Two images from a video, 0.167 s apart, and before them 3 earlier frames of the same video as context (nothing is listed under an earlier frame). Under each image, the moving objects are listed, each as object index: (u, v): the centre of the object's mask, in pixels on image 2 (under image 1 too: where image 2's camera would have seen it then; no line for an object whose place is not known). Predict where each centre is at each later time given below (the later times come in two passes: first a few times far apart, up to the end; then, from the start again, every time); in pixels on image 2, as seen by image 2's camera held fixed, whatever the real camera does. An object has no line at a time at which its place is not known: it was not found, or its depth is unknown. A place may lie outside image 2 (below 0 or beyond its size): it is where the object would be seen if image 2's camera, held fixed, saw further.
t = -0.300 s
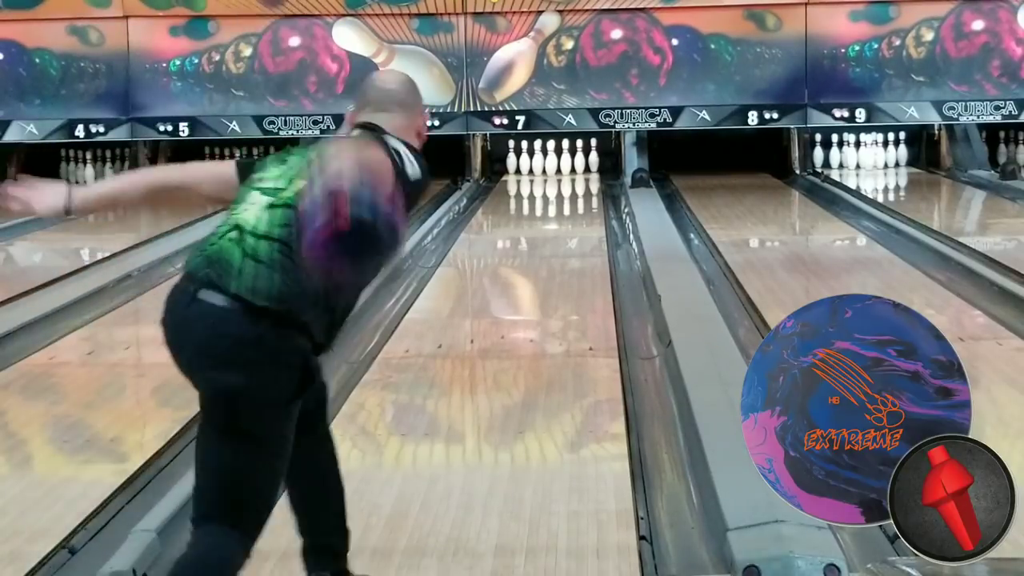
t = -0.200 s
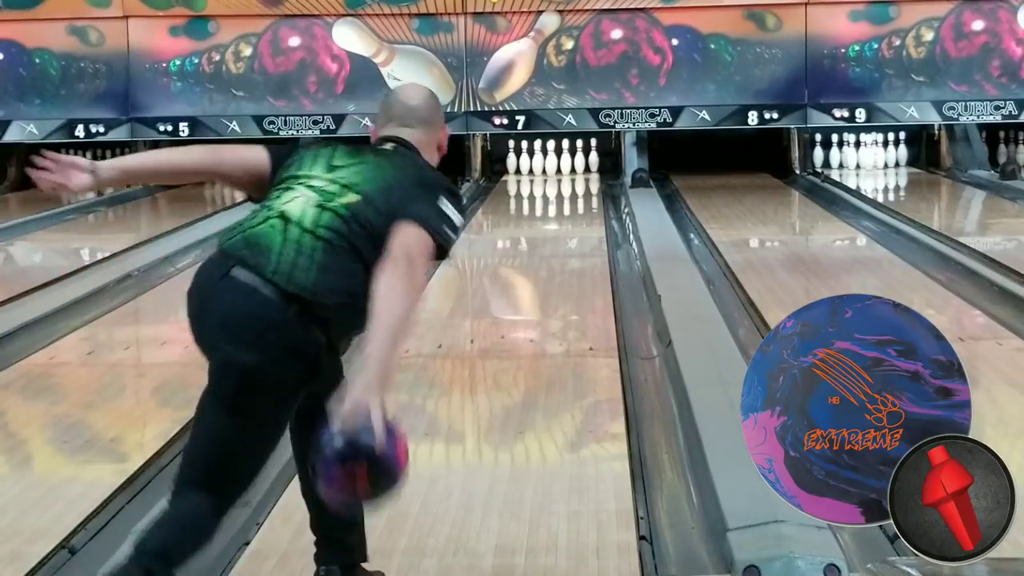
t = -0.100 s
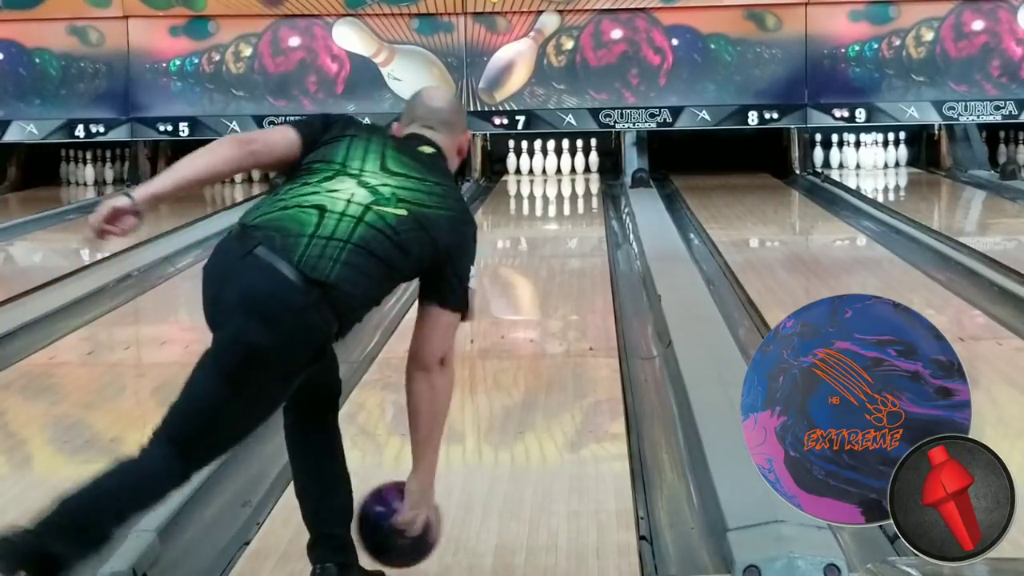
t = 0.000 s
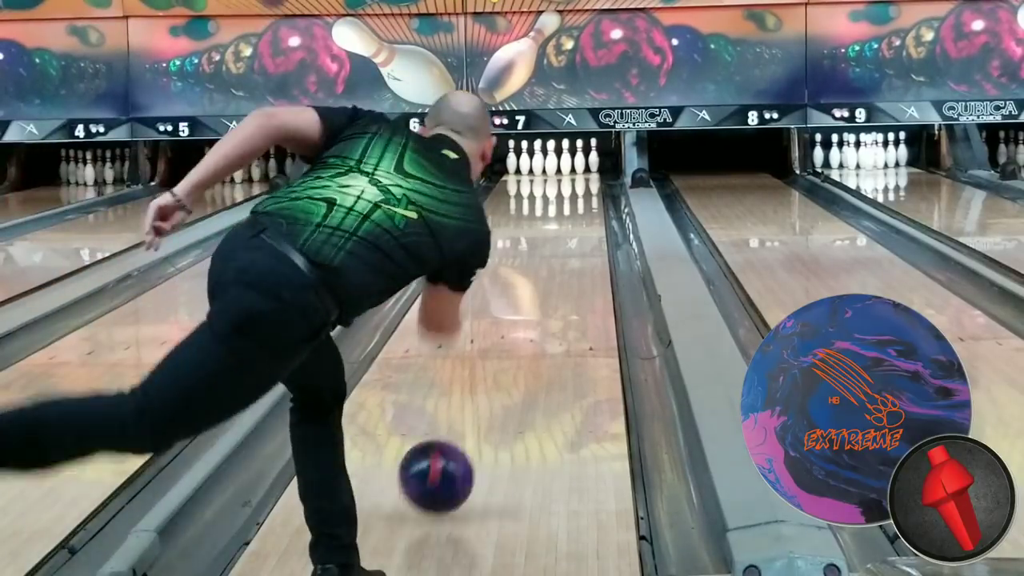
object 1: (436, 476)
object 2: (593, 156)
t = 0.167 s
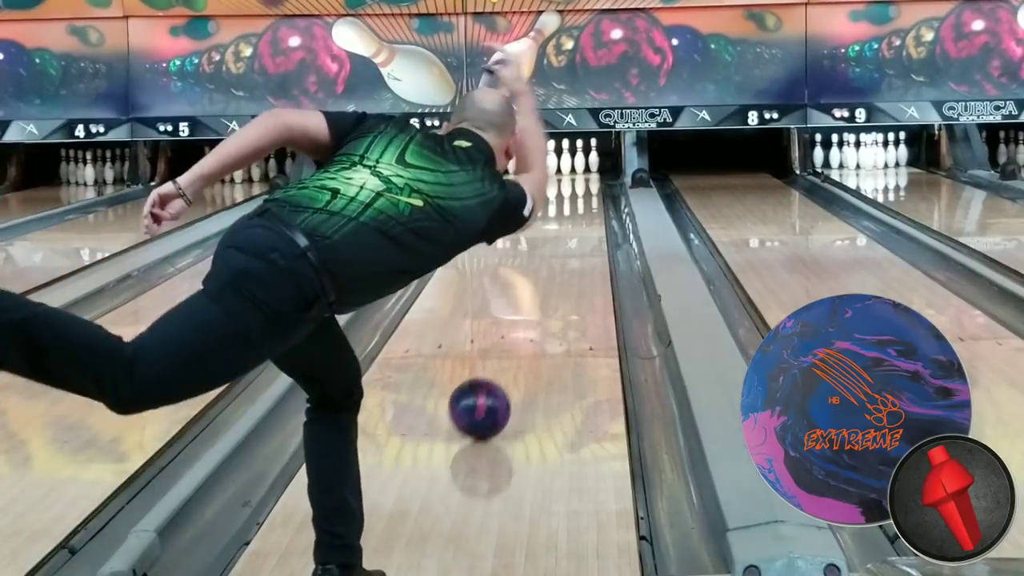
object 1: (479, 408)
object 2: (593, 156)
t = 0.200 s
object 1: (486, 397)
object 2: (593, 156)
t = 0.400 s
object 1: (519, 339)
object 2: (593, 156)
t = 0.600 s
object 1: (541, 298)
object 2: (593, 156)
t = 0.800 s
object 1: (557, 267)
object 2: (593, 156)
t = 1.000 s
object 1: (568, 243)
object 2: (593, 156)
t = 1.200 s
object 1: (577, 224)
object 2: (593, 151)
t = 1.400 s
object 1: (583, 210)
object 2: (593, 151)
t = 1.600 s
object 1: (586, 197)
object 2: (593, 151)
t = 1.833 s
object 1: (585, 186)
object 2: (593, 151)
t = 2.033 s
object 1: (579, 177)
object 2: (593, 152)
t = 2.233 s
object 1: (568, 171)
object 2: (593, 152)
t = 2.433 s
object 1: (561, 166)
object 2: (593, 152)
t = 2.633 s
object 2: (593, 151)
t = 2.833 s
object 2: (587, 156)
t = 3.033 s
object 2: (582, 157)
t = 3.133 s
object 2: (578, 159)
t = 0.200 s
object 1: (486, 397)
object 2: (593, 156)
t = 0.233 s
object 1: (492, 385)
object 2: (593, 156)
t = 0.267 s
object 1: (499, 374)
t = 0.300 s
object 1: (504, 365)
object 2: (593, 156)
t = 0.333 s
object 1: (509, 356)
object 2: (593, 156)
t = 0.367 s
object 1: (514, 347)
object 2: (593, 156)
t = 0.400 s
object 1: (519, 339)
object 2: (593, 156)
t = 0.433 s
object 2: (593, 156)
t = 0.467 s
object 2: (593, 156)
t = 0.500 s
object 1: (534, 317)
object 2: (593, 156)
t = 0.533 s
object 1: (534, 311)
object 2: (593, 156)
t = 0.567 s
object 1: (538, 304)
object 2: (593, 156)
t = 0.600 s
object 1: (541, 298)
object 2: (593, 156)
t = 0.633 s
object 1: (544, 292)
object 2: (593, 156)
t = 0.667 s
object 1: (547, 287)
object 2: (593, 156)
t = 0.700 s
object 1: (549, 282)
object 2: (593, 156)
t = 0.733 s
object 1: (552, 277)
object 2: (593, 156)
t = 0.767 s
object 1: (555, 272)
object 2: (593, 156)
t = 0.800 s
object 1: (557, 267)
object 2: (593, 156)
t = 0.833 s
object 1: (559, 263)
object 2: (593, 156)
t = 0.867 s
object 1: (561, 259)
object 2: (593, 156)
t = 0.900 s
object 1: (563, 255)
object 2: (593, 156)
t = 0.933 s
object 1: (565, 251)
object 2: (593, 156)
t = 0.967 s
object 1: (567, 247)
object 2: (593, 156)
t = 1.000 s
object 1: (568, 243)
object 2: (593, 156)
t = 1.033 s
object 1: (570, 240)
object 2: (593, 156)
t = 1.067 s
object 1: (572, 236)
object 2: (593, 156)
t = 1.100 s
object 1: (573, 233)
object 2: (593, 151)
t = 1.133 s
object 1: (574, 230)
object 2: (593, 151)
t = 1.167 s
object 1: (576, 227)
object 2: (593, 151)
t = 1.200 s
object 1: (577, 224)
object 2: (593, 151)
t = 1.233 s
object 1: (578, 221)
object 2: (593, 151)
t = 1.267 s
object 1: (579, 218)
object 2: (593, 151)
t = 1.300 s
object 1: (580, 216)
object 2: (593, 151)
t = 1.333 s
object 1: (581, 214)
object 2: (593, 151)
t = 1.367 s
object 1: (582, 212)
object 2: (593, 151)
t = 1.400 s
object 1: (583, 210)
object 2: (593, 151)
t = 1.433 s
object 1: (584, 207)
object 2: (593, 151)
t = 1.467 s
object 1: (584, 204)
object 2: (593, 151)
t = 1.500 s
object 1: (584, 202)
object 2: (593, 151)
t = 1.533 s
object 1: (585, 201)
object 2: (593, 151)
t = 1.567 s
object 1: (585, 199)
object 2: (593, 151)
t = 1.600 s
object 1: (586, 197)
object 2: (593, 151)
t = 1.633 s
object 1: (586, 195)
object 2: (593, 151)
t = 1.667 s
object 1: (586, 194)
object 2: (593, 151)
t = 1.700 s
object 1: (586, 192)
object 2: (593, 151)
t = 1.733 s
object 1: (586, 190)
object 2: (593, 151)
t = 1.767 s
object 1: (586, 189)
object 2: (593, 151)
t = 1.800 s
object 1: (585, 187)
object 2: (593, 151)
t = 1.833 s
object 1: (585, 186)
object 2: (593, 151)
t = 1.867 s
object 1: (585, 184)
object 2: (593, 151)
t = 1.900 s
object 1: (584, 183)
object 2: (593, 151)
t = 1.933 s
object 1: (583, 182)
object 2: (593, 151)
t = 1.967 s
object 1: (582, 180)
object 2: (593, 152)
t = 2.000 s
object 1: (580, 179)
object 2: (593, 152)
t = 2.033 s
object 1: (579, 177)
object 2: (593, 152)
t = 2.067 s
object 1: (578, 176)
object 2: (593, 152)
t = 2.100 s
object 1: (575, 175)
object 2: (593, 152)
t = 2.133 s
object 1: (574, 174)
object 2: (593, 152)
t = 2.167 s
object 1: (572, 173)
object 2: (593, 152)
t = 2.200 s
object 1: (570, 172)
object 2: (593, 152)
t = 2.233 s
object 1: (568, 171)
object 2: (593, 152)
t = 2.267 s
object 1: (566, 170)
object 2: (593, 152)
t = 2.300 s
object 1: (564, 169)
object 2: (593, 152)
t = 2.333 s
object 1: (563, 168)
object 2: (593, 152)
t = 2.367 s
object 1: (560, 168)
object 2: (593, 152)
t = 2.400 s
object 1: (561, 167)
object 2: (593, 152)
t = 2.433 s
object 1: (561, 166)
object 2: (593, 152)
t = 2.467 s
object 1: (562, 165)
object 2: (594, 150)
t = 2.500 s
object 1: (563, 165)
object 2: (593, 150)
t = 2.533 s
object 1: (563, 164)
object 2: (593, 149)
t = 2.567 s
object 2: (593, 155)
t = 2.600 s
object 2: (594, 152)
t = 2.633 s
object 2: (593, 151)
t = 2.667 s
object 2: (592, 156)
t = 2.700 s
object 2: (591, 156)
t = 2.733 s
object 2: (590, 156)
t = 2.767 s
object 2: (589, 156)
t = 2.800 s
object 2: (588, 156)
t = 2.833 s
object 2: (587, 156)
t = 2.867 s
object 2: (586, 156)
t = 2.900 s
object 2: (585, 156)
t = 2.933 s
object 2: (584, 156)
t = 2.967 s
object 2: (584, 156)
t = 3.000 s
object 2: (583, 156)
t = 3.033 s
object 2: (582, 157)
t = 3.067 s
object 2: (581, 158)
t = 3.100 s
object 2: (579, 158)
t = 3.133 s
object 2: (578, 159)
